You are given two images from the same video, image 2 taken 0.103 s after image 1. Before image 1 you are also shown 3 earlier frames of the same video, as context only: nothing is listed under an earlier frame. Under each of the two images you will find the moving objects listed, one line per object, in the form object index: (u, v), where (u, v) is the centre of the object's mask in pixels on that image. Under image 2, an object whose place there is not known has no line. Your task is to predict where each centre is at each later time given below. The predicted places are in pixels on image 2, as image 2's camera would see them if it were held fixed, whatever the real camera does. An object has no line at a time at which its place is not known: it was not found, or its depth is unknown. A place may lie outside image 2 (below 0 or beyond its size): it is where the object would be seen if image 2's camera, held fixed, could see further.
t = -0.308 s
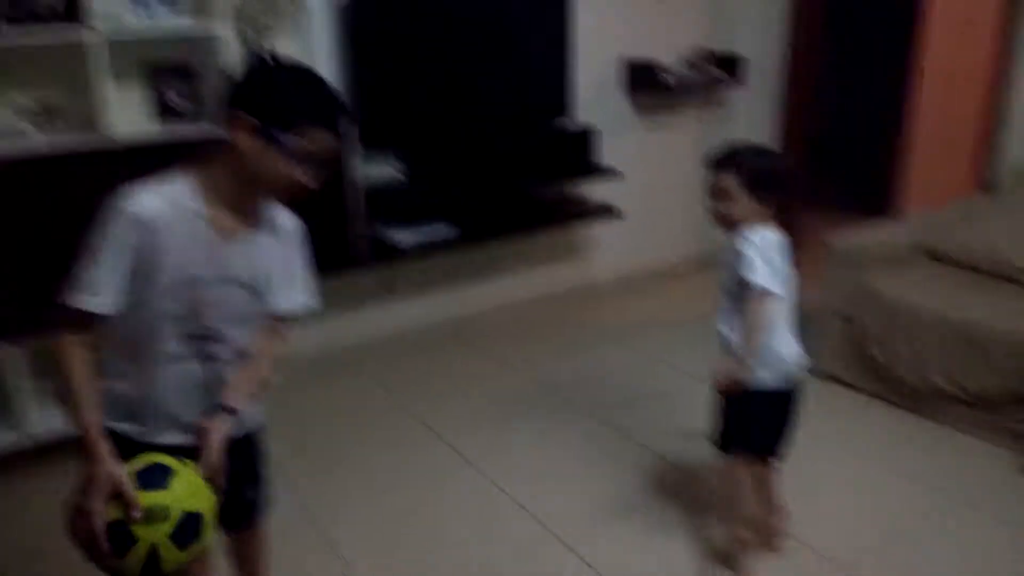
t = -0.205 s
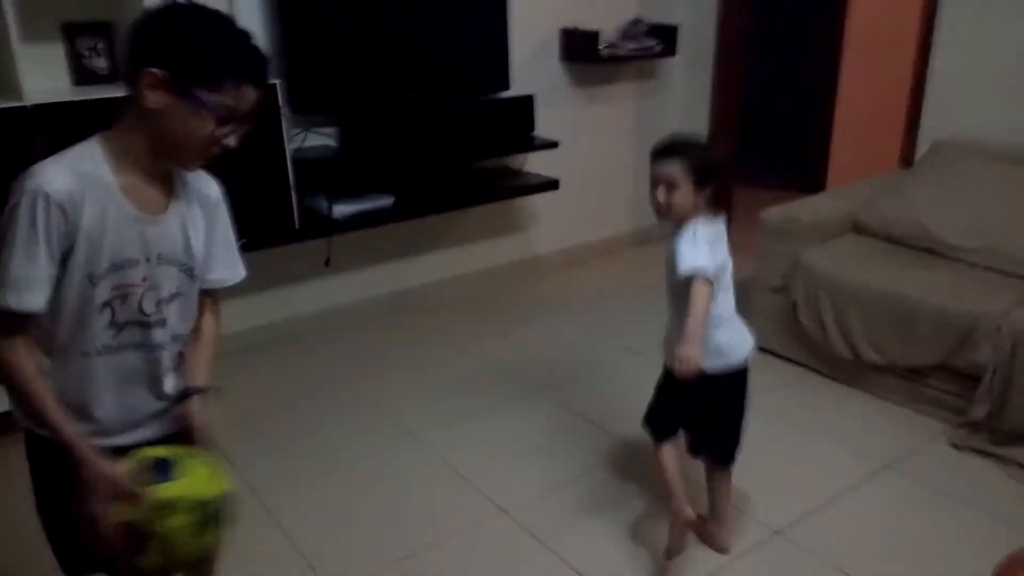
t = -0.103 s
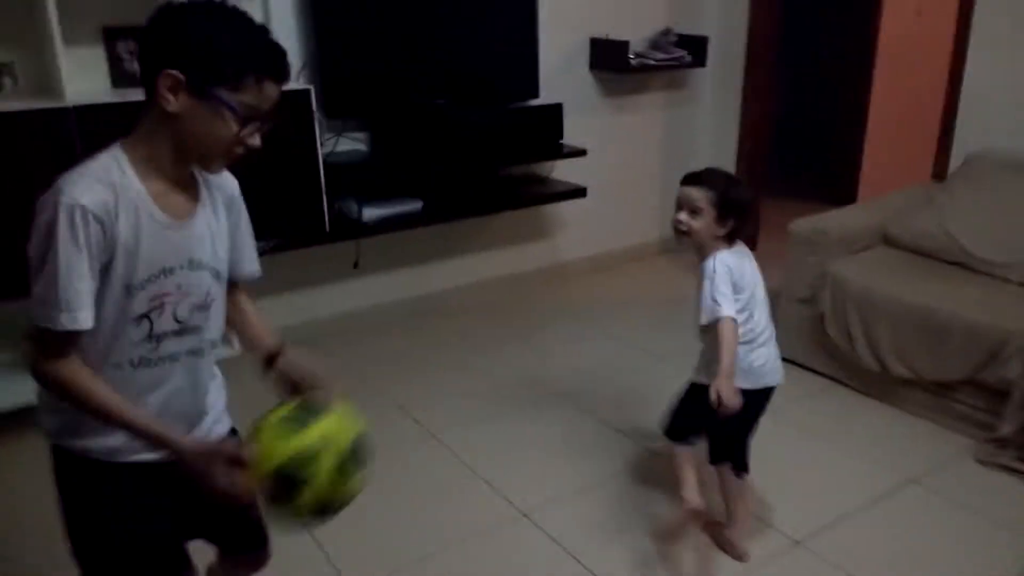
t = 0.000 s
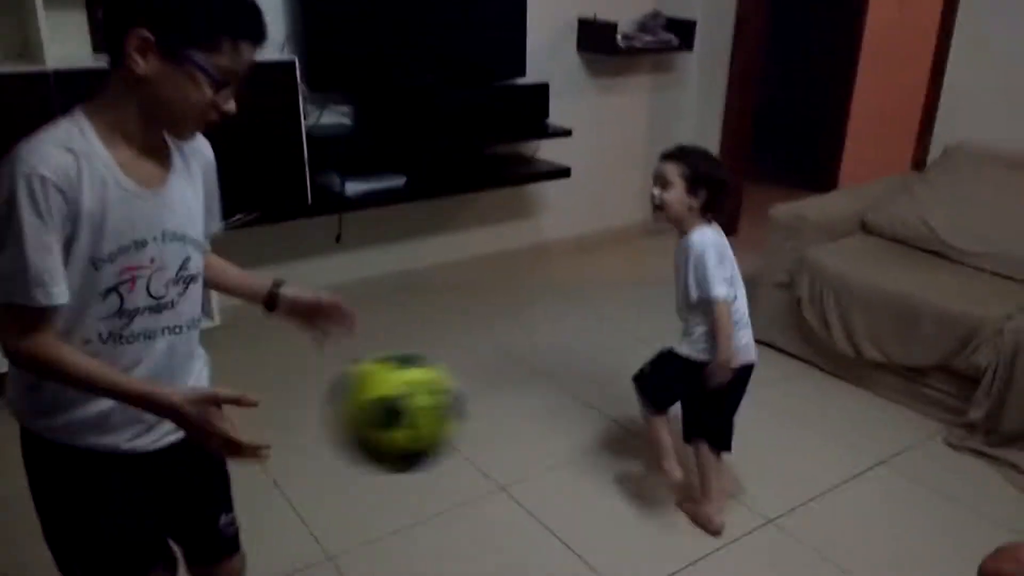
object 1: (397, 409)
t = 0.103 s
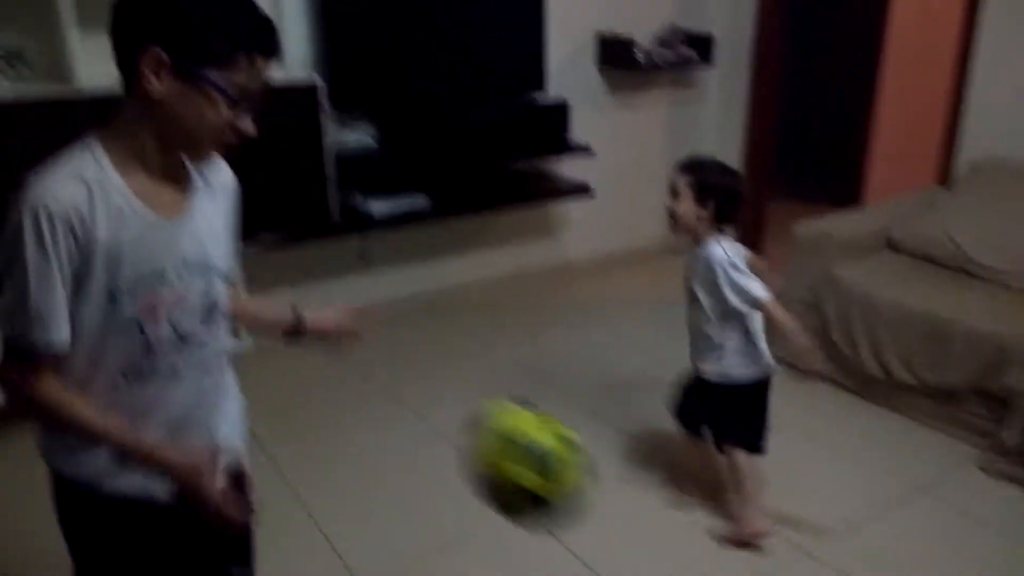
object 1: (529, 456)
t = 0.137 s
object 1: (557, 481)
